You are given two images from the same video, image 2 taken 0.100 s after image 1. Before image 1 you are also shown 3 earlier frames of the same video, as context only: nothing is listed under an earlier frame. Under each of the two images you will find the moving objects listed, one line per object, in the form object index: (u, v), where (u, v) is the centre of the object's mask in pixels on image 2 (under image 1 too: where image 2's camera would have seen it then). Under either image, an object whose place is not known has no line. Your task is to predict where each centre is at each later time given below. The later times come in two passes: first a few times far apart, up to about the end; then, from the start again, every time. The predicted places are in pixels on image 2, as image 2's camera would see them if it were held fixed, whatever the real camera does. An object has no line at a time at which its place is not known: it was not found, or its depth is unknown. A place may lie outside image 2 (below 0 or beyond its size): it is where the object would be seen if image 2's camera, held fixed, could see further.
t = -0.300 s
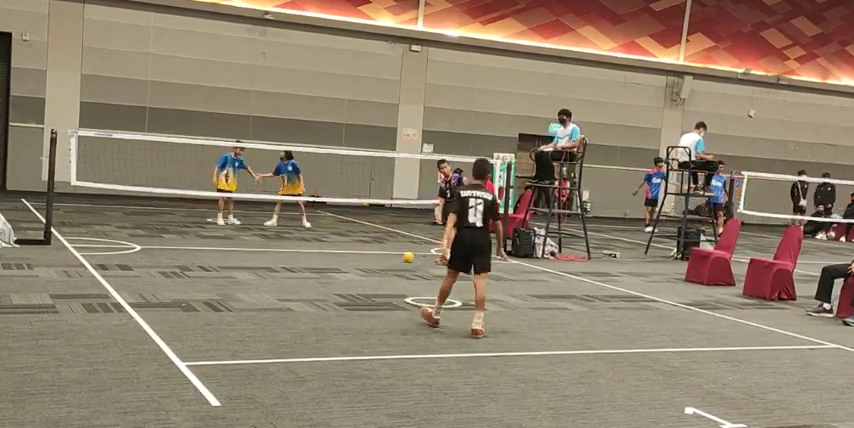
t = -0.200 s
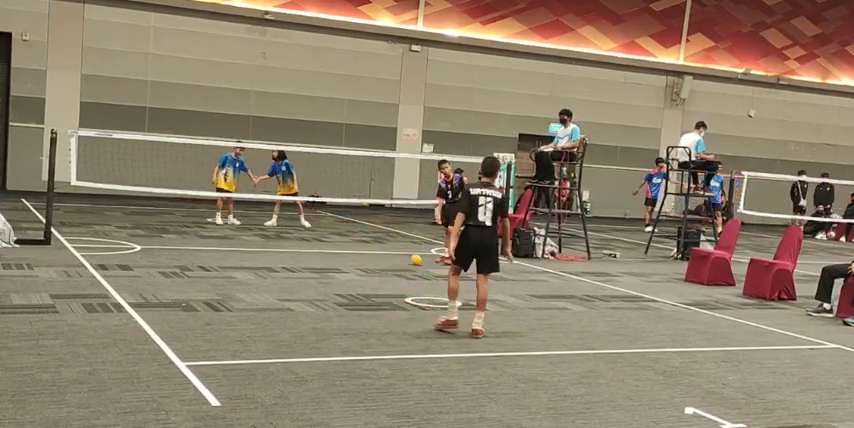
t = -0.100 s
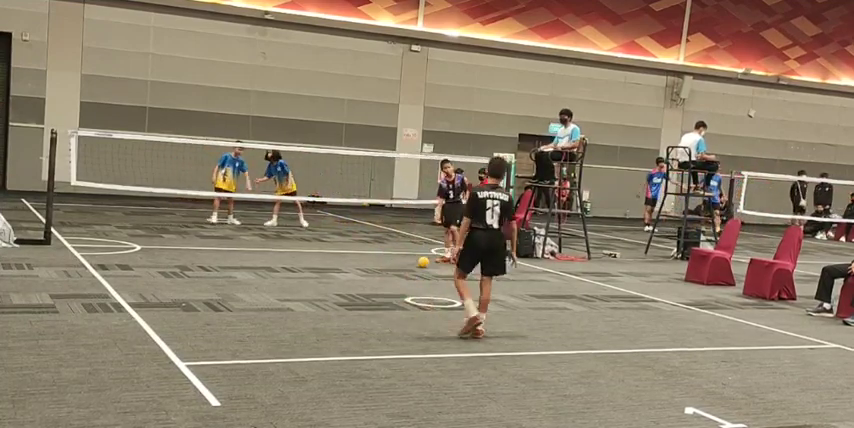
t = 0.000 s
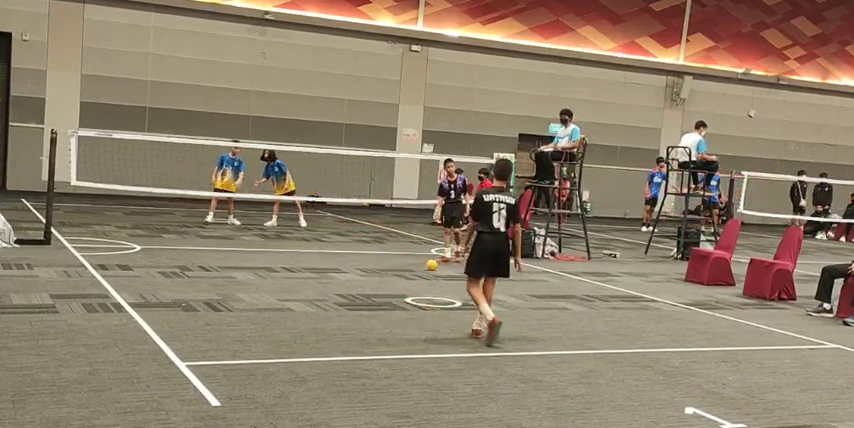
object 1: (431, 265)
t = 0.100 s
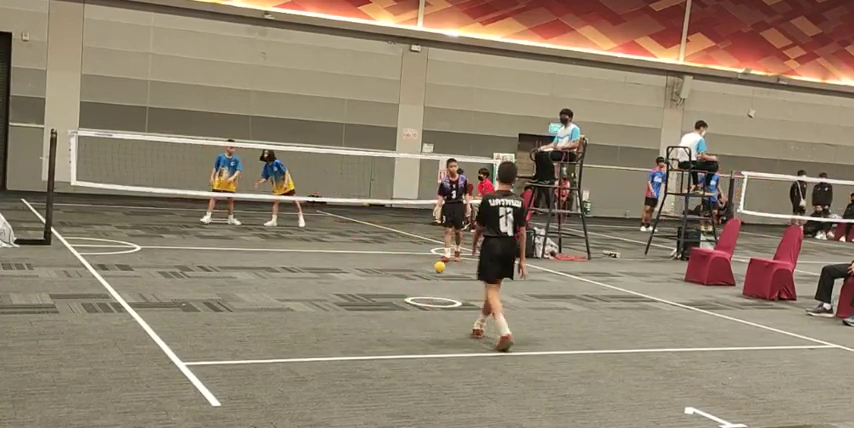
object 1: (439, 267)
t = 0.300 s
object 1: (456, 273)
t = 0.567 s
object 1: (478, 281)
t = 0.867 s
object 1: (506, 290)
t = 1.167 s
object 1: (534, 299)
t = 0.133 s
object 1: (442, 268)
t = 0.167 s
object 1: (445, 269)
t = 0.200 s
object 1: (448, 270)
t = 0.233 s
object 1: (451, 271)
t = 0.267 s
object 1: (453, 271)
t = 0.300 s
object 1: (456, 273)
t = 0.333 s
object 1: (459, 274)
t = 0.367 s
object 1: (461, 275)
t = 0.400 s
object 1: (464, 275)
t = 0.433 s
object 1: (467, 277)
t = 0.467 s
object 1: (470, 278)
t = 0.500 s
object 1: (473, 278)
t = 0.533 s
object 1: (476, 280)
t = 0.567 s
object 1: (478, 281)
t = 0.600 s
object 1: (481, 282)
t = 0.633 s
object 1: (485, 283)
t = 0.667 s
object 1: (488, 284)
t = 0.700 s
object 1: (491, 285)
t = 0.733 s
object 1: (494, 286)
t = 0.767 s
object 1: (496, 287)
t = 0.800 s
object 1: (500, 288)
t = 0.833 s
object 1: (503, 289)
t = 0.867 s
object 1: (506, 290)
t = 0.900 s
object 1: (509, 290)
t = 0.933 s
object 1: (512, 292)
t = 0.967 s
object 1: (515, 293)
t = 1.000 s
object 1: (518, 294)
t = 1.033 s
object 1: (521, 295)
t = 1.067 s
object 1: (525, 295)
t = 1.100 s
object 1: (527, 297)
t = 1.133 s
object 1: (530, 298)
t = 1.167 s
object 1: (534, 299)
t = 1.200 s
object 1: (537, 300)
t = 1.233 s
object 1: (540, 302)
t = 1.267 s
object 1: (544, 302)
